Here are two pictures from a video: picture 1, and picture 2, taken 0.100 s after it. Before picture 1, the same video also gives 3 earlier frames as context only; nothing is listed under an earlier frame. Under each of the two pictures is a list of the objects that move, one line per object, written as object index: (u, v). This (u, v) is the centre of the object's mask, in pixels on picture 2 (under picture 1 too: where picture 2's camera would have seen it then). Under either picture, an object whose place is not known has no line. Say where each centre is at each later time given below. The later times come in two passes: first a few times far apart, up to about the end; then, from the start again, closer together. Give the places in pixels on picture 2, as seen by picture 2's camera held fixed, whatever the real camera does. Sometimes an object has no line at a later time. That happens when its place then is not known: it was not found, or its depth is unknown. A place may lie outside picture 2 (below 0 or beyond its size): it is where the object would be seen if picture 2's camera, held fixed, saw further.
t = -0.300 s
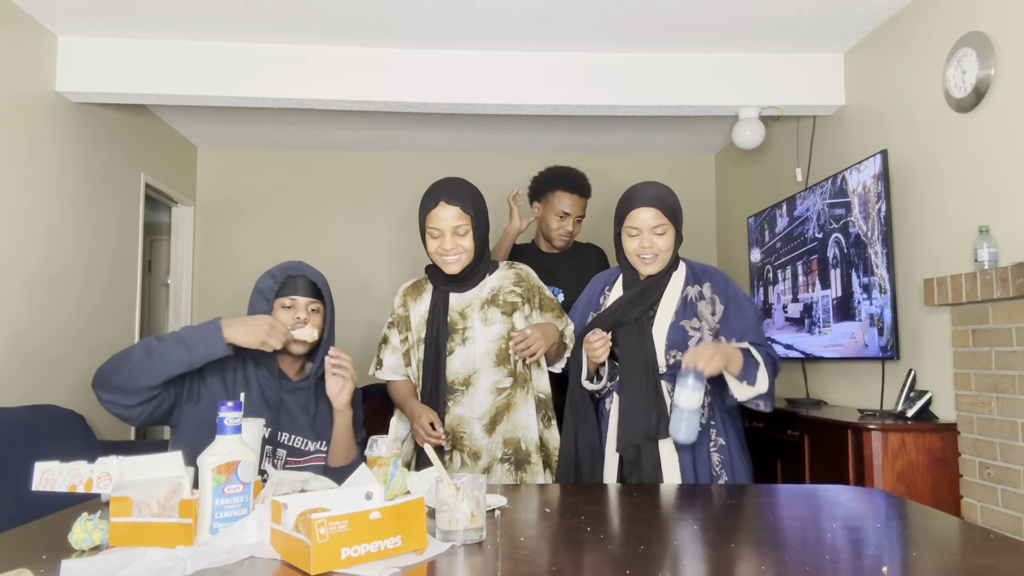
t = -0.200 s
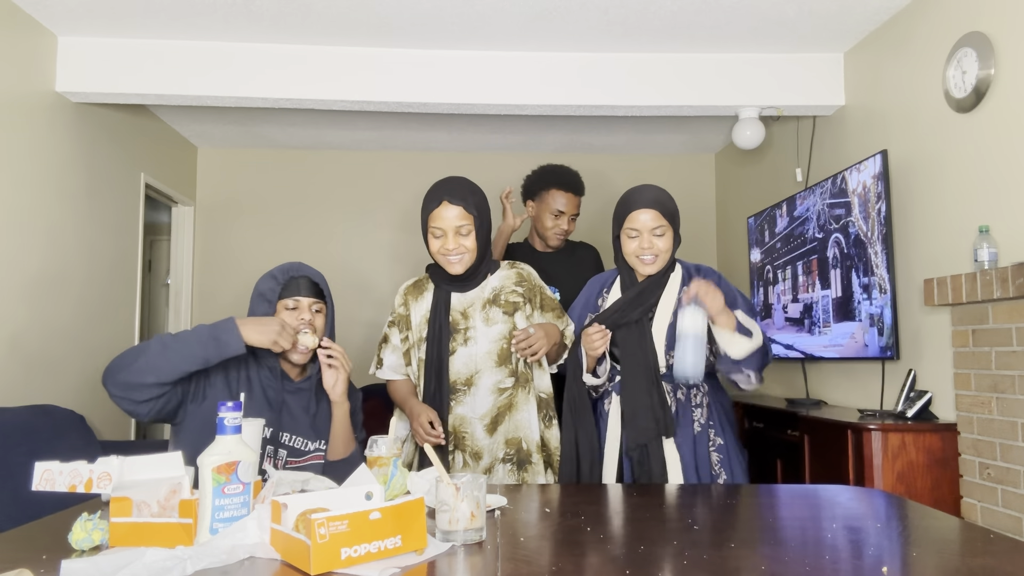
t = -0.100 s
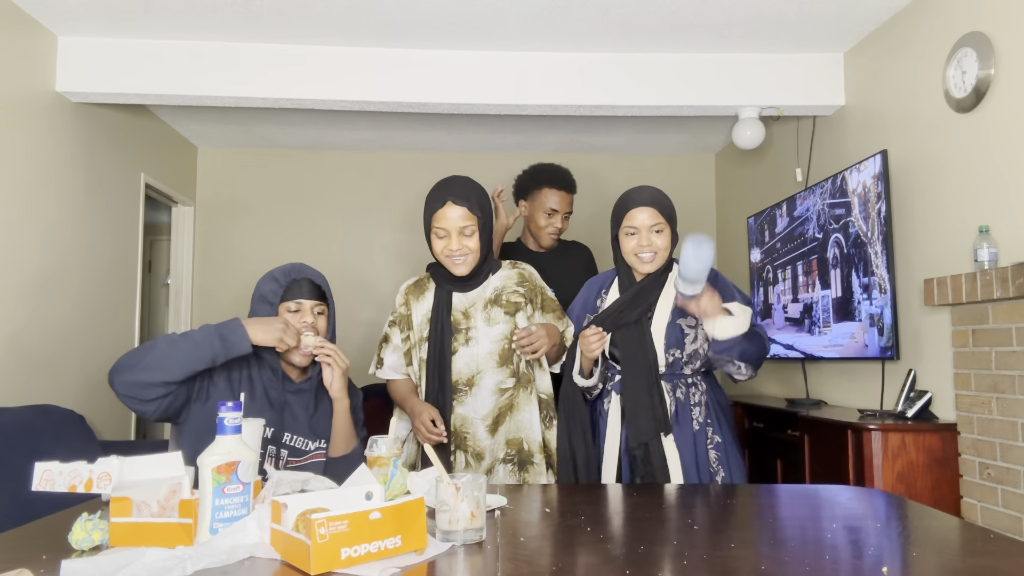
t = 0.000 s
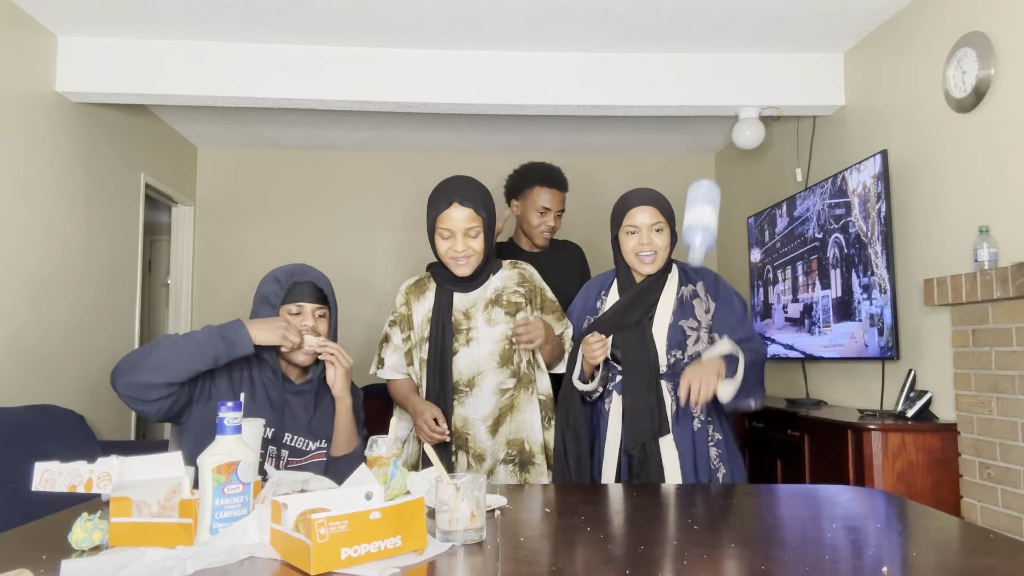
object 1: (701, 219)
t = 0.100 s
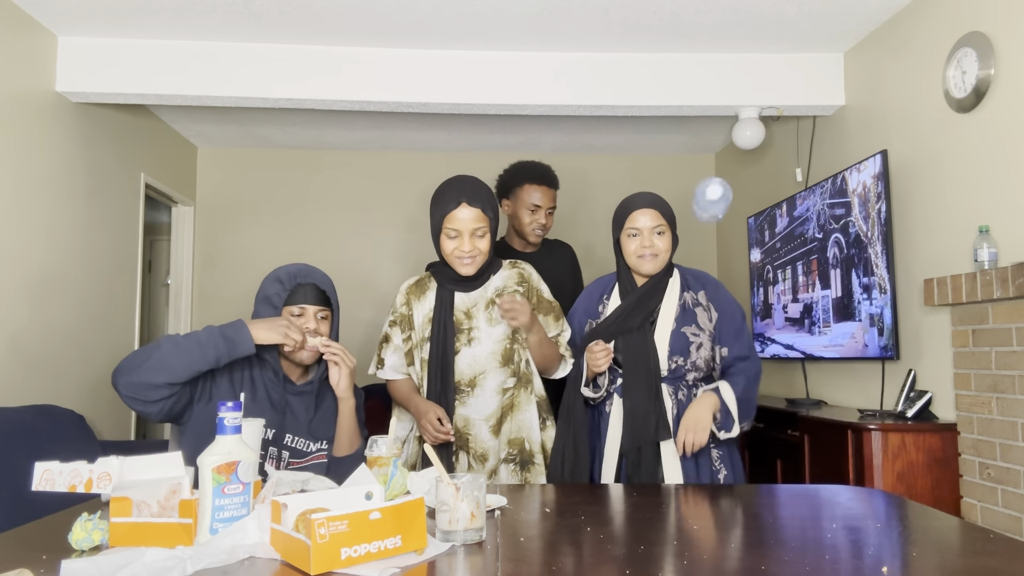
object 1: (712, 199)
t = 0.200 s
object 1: (721, 244)
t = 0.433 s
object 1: (752, 477)
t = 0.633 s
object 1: (786, 499)
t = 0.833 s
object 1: (789, 529)
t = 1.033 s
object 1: (781, 530)
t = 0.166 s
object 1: (718, 223)
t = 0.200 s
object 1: (721, 244)
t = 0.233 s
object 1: (725, 273)
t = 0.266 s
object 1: (729, 307)
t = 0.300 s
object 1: (734, 349)
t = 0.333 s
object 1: (739, 401)
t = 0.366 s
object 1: (744, 463)
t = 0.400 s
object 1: (750, 479)
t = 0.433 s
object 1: (752, 477)
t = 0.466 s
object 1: (754, 478)
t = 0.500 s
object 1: (757, 479)
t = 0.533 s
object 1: (761, 481)
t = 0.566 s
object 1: (767, 484)
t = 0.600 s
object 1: (776, 489)
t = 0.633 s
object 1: (786, 499)
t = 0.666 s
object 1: (798, 520)
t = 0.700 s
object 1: (795, 526)
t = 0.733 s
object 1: (792, 528)
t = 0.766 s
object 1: (790, 528)
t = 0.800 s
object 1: (789, 528)
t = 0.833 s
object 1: (789, 529)
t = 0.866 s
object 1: (788, 529)
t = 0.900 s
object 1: (787, 529)
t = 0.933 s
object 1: (786, 530)
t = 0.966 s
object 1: (784, 530)
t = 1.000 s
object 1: (783, 530)
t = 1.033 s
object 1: (781, 530)
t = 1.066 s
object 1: (781, 531)
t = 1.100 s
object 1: (780, 531)
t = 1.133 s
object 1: (779, 531)
